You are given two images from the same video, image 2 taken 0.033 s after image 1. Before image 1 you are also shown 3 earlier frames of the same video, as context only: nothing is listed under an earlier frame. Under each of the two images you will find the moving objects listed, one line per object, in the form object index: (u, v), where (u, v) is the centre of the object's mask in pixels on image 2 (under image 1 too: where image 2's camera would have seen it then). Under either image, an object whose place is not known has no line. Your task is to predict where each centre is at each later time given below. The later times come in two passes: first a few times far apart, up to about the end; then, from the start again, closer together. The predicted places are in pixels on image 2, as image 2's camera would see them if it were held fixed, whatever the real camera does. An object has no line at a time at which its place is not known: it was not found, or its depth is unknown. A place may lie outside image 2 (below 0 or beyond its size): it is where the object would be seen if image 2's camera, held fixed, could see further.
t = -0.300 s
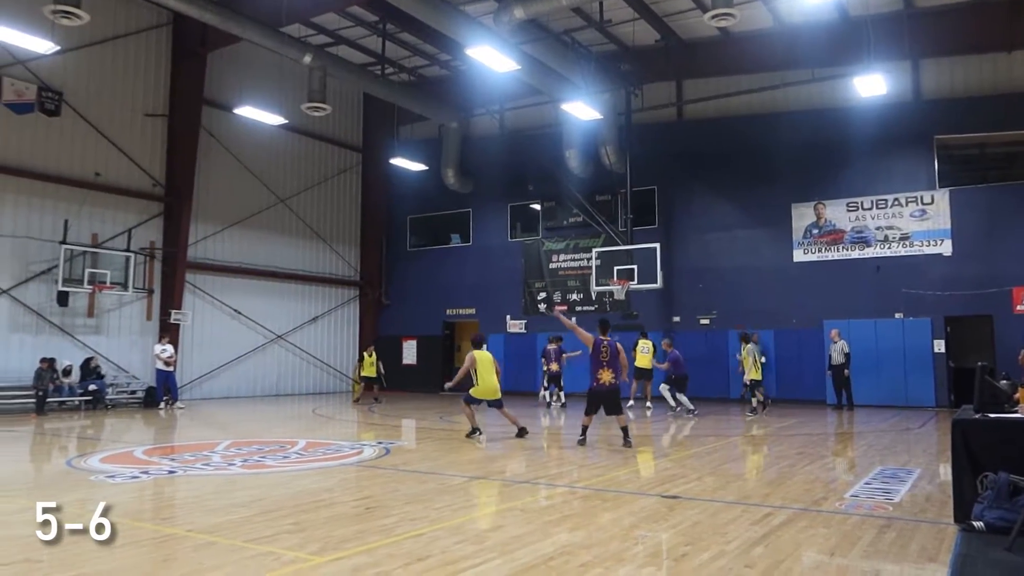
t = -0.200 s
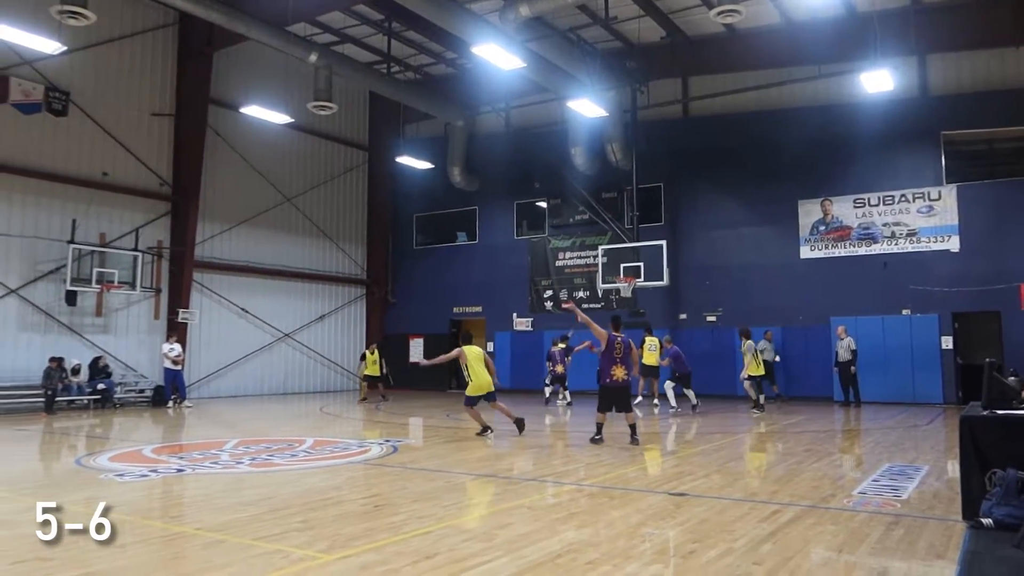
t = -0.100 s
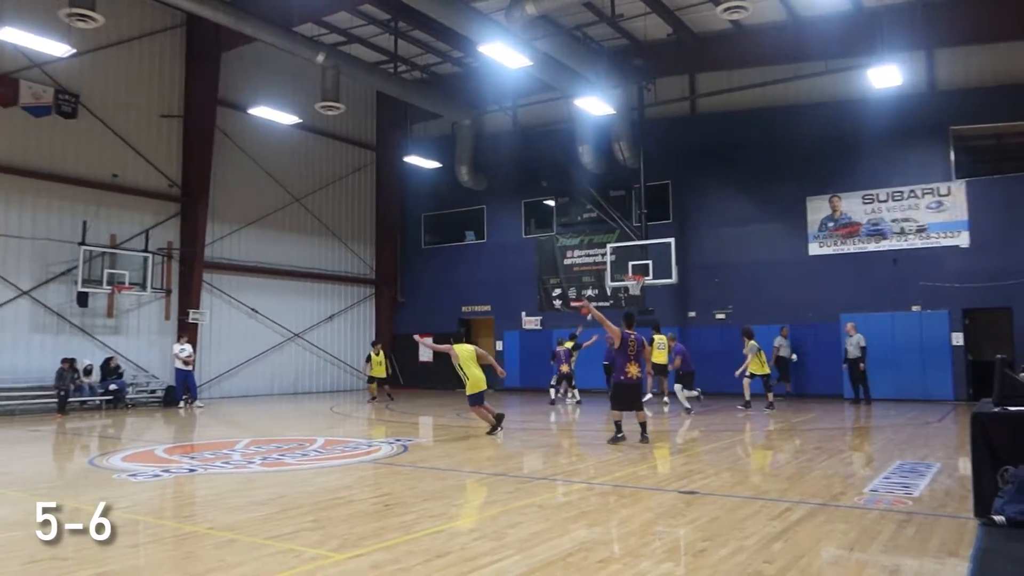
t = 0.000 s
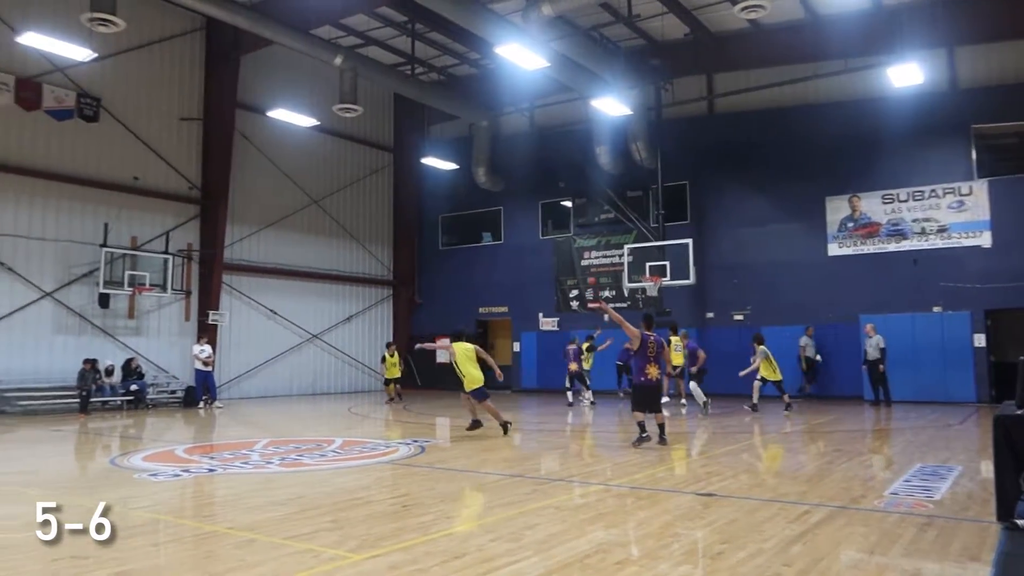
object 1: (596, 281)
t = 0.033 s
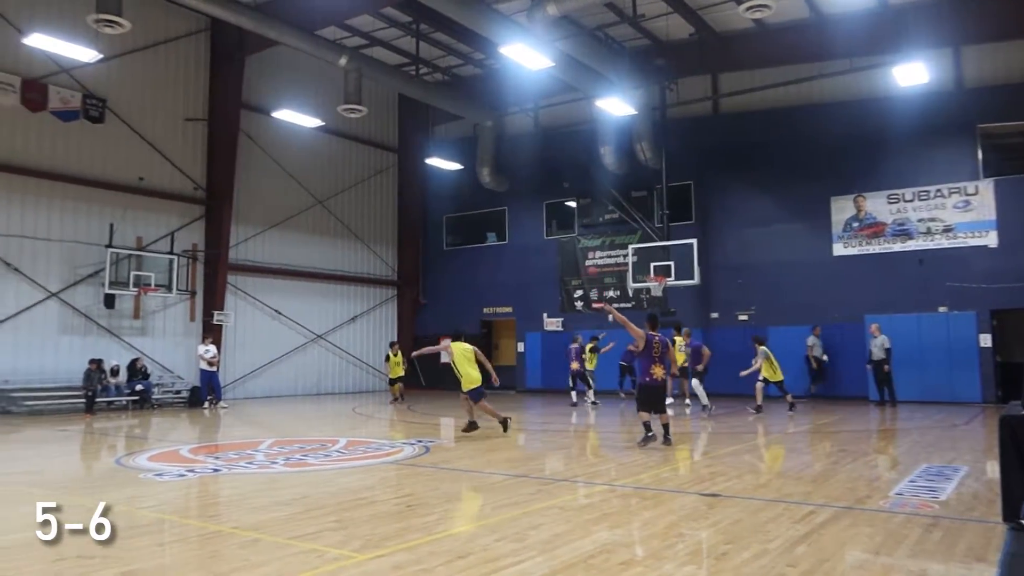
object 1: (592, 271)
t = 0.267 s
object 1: (563, 203)
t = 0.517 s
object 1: (521, 139)
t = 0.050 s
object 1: (588, 267)
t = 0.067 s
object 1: (587, 261)
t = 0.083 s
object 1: (585, 256)
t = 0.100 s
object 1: (585, 251)
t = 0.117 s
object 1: (583, 244)
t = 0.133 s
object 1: (580, 241)
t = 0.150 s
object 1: (580, 235)
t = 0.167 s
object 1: (576, 231)
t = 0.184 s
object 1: (574, 227)
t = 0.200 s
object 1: (572, 223)
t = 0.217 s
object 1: (570, 217)
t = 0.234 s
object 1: (567, 212)
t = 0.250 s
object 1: (565, 208)
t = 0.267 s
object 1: (563, 203)
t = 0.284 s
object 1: (561, 198)
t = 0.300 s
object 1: (560, 194)
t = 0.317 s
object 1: (557, 189)
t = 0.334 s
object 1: (555, 185)
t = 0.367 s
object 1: (550, 177)
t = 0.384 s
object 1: (547, 172)
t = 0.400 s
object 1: (543, 168)
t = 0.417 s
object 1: (541, 163)
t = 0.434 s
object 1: (537, 159)
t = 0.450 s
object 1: (534, 155)
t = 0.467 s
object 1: (531, 150)
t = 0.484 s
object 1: (528, 146)
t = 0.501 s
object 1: (525, 142)
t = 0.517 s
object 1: (521, 139)
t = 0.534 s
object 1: (518, 135)
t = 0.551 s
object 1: (515, 131)
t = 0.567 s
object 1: (512, 128)
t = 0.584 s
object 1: (510, 124)
